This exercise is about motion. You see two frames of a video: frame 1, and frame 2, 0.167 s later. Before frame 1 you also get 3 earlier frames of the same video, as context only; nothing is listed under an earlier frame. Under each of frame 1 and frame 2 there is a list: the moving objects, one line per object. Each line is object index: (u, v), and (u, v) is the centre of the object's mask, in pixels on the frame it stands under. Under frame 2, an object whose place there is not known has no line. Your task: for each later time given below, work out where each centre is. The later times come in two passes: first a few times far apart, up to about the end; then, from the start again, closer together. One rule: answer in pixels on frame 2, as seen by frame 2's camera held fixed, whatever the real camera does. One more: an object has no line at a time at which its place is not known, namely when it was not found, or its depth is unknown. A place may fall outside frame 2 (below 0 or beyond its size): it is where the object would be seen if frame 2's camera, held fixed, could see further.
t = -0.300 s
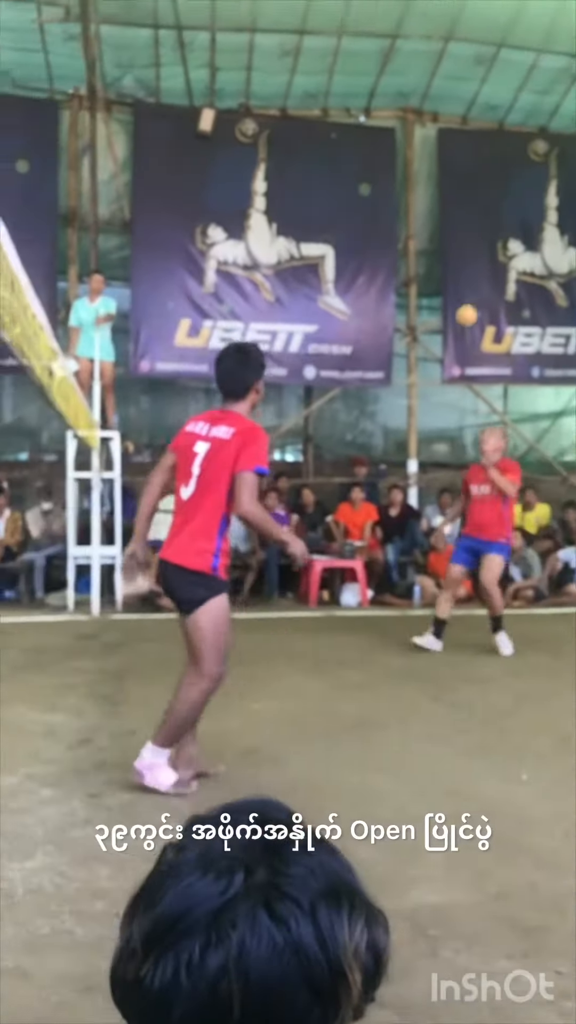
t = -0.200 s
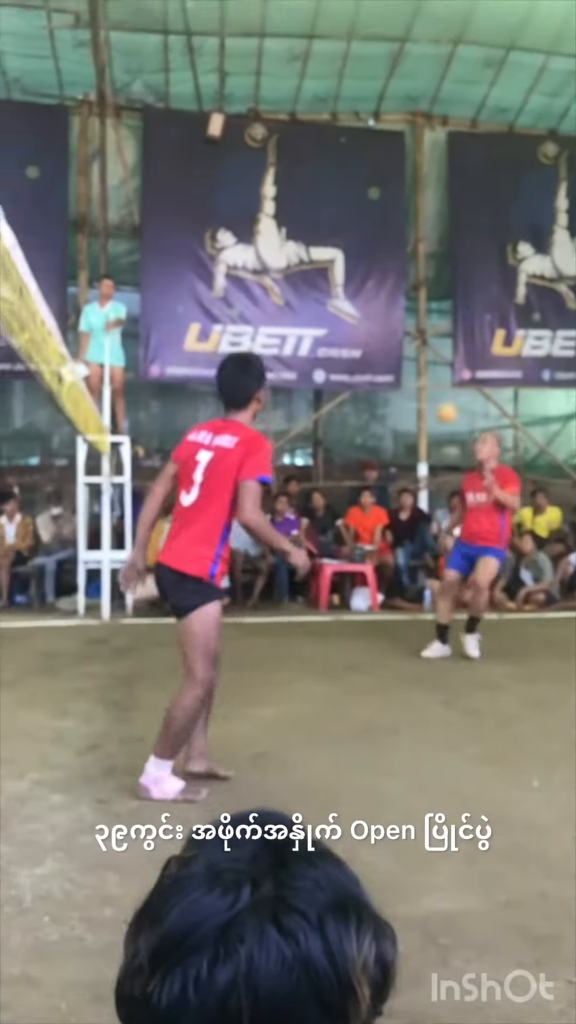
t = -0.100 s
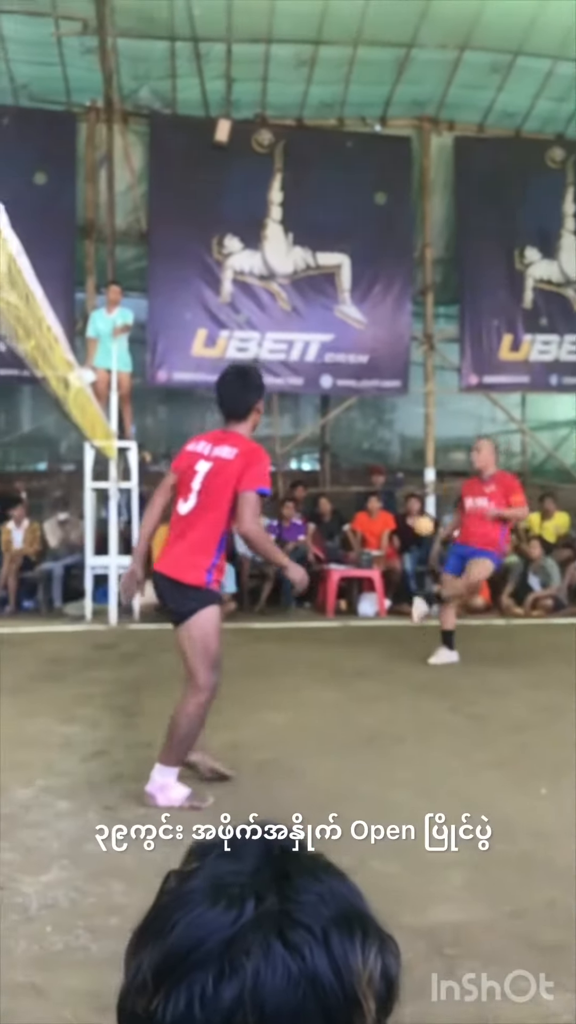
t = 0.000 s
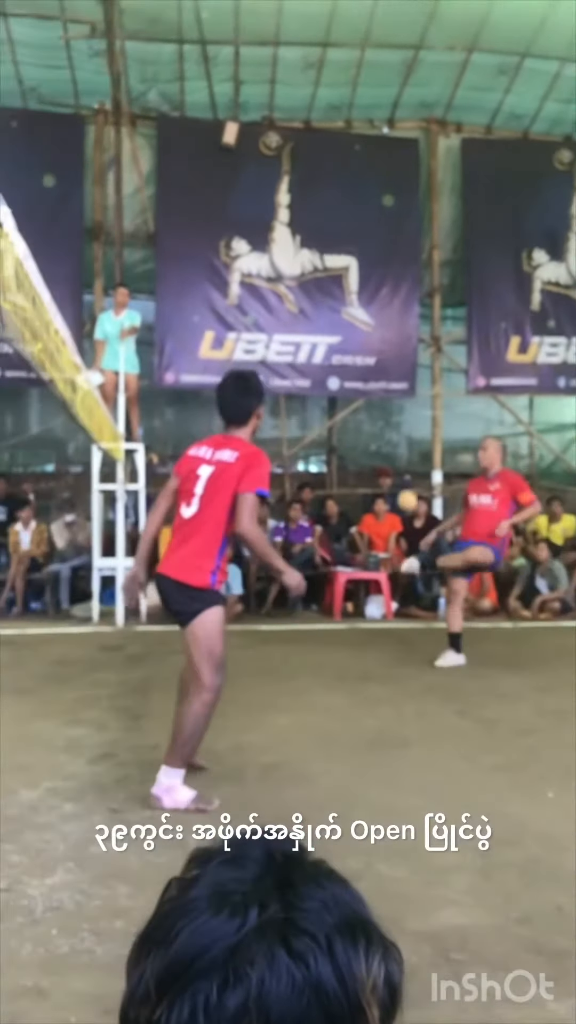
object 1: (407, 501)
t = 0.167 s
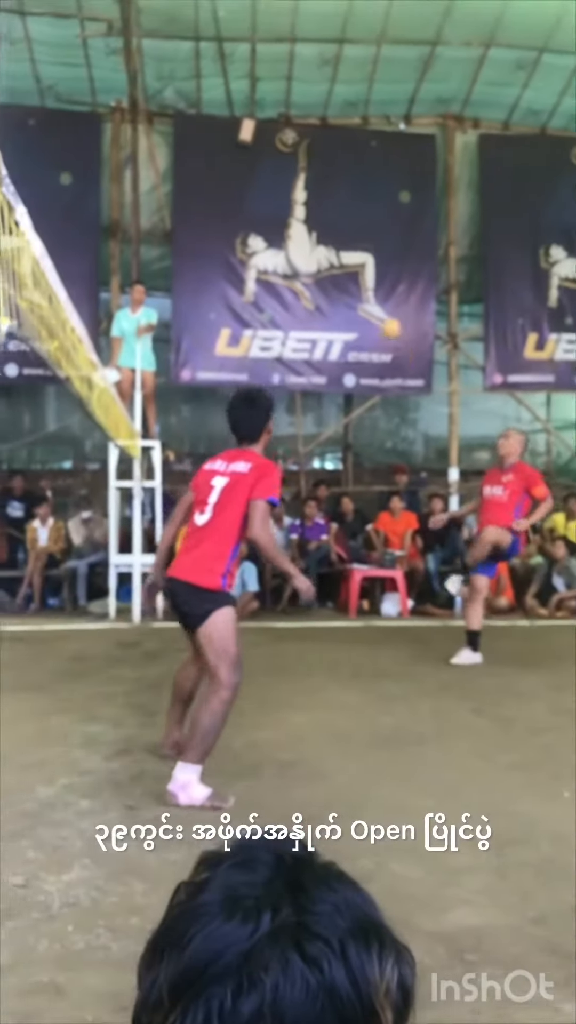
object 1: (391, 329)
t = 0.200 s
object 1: (385, 298)
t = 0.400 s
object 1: (345, 158)
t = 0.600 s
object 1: (305, 75)
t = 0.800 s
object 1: (266, 49)
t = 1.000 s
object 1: (224, 82)
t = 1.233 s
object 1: (181, 181)
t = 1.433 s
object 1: (163, 239)
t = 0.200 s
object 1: (385, 298)
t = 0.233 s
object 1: (378, 271)
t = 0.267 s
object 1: (371, 245)
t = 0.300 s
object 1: (364, 221)
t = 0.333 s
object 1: (358, 198)
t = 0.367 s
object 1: (351, 178)
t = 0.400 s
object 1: (345, 158)
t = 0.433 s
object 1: (338, 140)
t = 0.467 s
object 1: (331, 124)
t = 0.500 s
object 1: (325, 110)
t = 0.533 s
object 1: (318, 97)
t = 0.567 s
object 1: (312, 85)
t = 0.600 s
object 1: (305, 75)
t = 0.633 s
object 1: (298, 67)
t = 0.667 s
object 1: (292, 62)
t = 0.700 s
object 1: (284, 55)
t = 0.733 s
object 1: (279, 52)
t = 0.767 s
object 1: (272, 50)
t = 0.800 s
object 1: (266, 49)
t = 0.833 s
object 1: (258, 51)
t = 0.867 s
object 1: (251, 54)
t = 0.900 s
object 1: (244, 58)
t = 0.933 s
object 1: (238, 64)
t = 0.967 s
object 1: (231, 73)
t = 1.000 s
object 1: (224, 82)
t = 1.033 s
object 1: (217, 94)
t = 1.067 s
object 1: (210, 107)
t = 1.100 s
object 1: (203, 122)
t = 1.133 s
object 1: (196, 139)
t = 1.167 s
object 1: (190, 155)
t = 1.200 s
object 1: (185, 170)
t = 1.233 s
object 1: (181, 181)
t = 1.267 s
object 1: (177, 194)
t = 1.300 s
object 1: (174, 205)
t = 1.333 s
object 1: (172, 214)
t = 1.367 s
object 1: (168, 221)
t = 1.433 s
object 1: (163, 239)
